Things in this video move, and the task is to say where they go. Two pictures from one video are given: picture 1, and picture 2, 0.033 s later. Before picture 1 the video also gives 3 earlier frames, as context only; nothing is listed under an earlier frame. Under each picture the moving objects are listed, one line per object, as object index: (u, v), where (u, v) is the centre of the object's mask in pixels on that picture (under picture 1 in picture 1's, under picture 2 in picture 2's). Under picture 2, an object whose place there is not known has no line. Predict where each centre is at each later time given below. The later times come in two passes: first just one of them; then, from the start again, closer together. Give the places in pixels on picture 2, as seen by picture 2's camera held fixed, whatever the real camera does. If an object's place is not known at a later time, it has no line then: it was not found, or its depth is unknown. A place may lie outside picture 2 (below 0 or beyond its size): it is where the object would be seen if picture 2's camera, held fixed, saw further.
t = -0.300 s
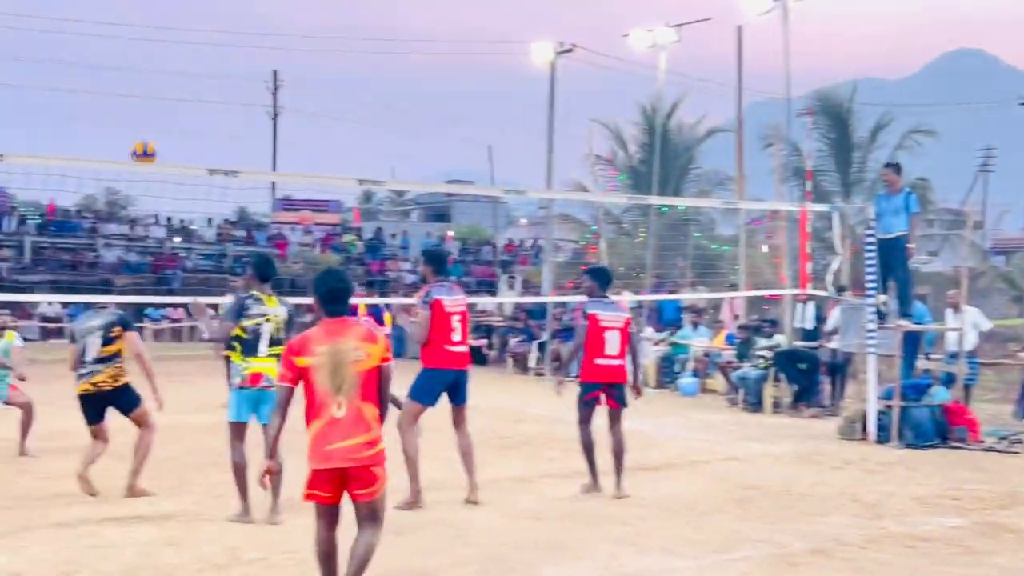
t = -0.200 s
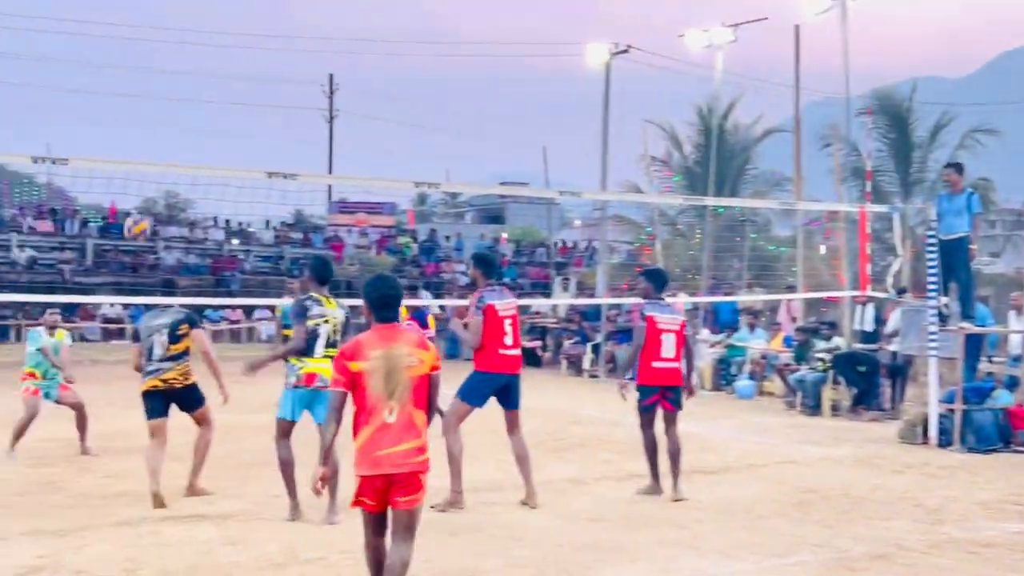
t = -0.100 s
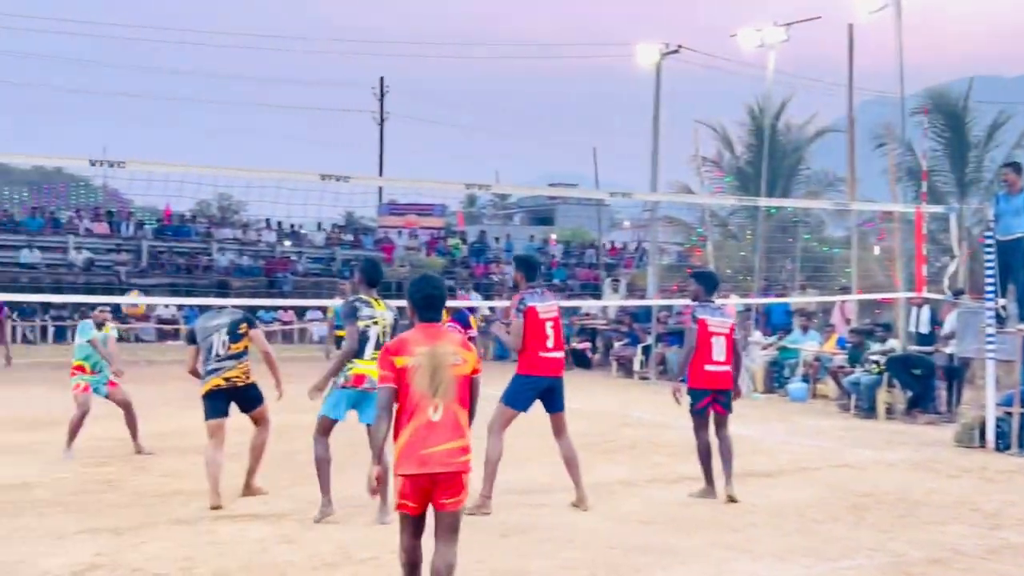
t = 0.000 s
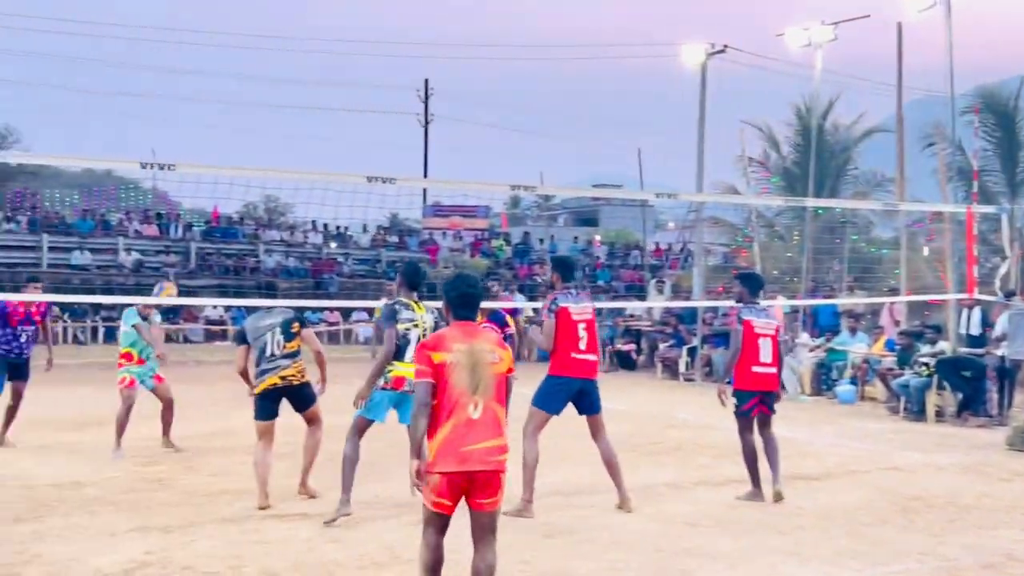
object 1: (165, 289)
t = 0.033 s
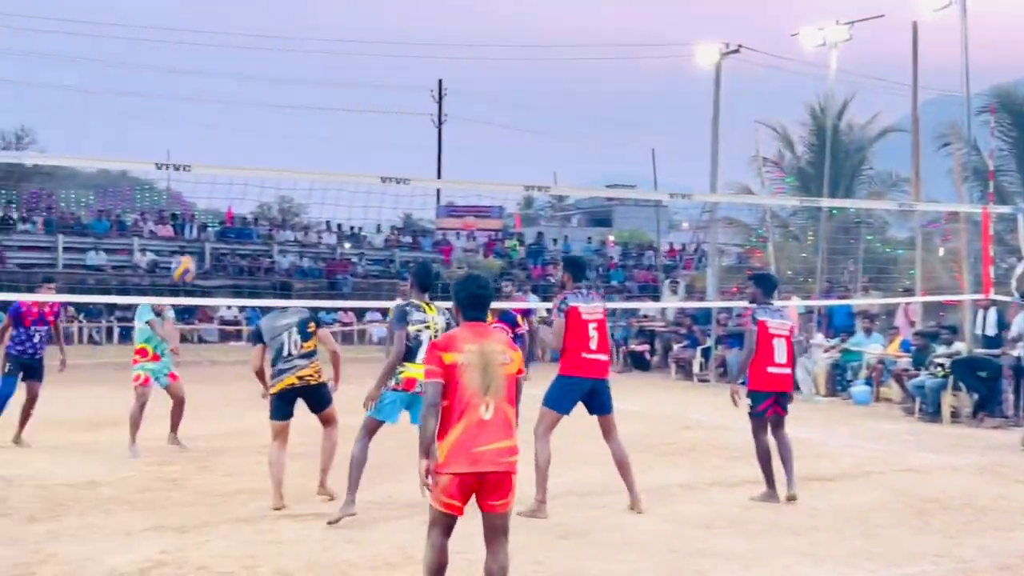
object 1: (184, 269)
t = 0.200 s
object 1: (207, 158)
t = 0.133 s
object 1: (196, 201)
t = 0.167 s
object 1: (199, 182)
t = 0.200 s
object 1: (207, 158)
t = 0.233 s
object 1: (211, 141)
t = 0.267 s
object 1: (215, 124)
